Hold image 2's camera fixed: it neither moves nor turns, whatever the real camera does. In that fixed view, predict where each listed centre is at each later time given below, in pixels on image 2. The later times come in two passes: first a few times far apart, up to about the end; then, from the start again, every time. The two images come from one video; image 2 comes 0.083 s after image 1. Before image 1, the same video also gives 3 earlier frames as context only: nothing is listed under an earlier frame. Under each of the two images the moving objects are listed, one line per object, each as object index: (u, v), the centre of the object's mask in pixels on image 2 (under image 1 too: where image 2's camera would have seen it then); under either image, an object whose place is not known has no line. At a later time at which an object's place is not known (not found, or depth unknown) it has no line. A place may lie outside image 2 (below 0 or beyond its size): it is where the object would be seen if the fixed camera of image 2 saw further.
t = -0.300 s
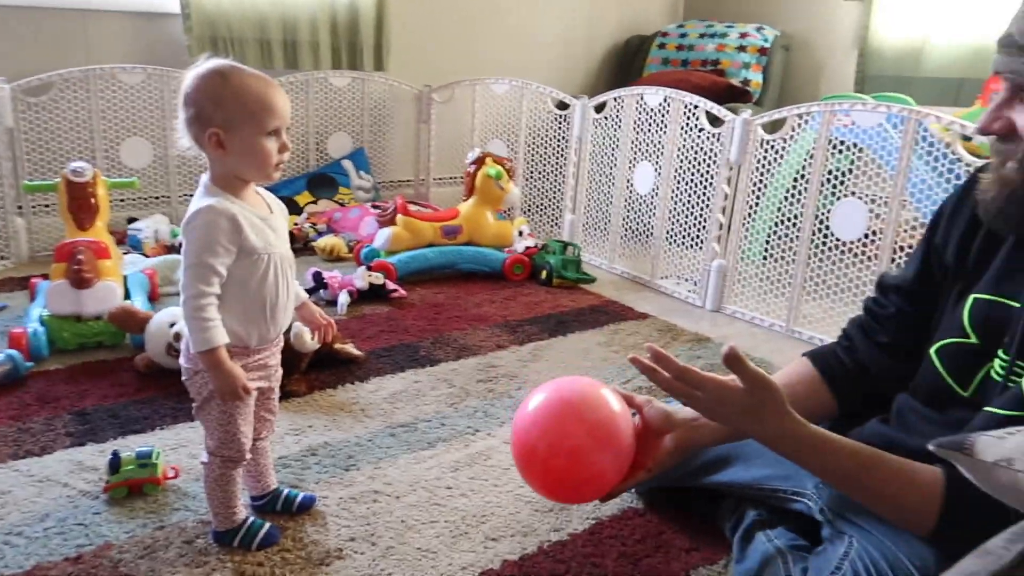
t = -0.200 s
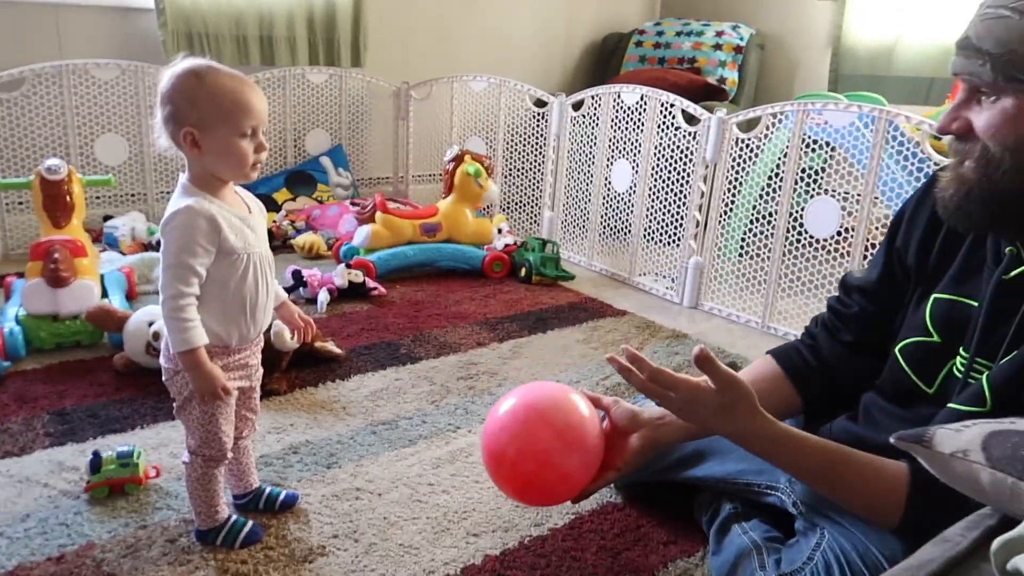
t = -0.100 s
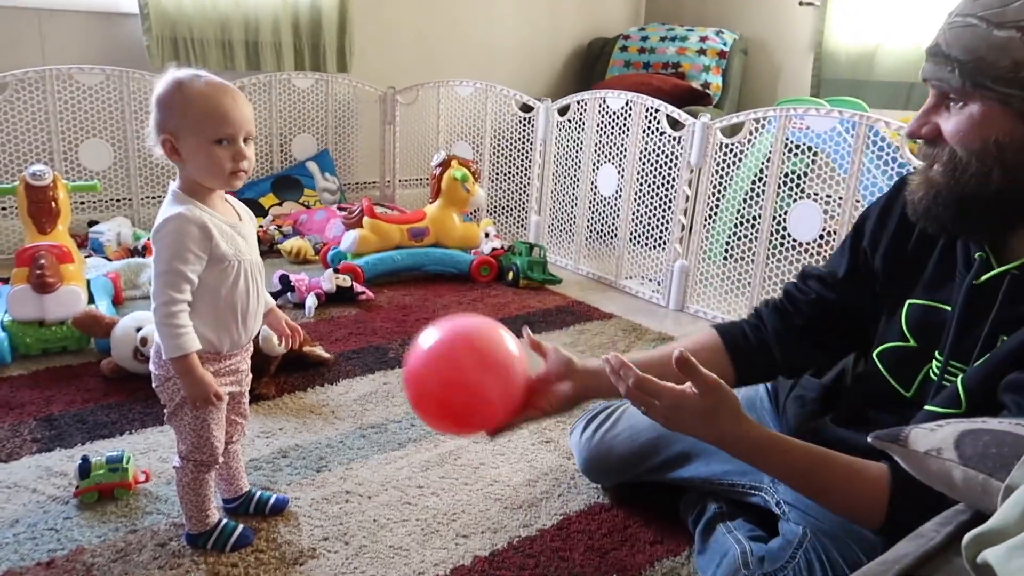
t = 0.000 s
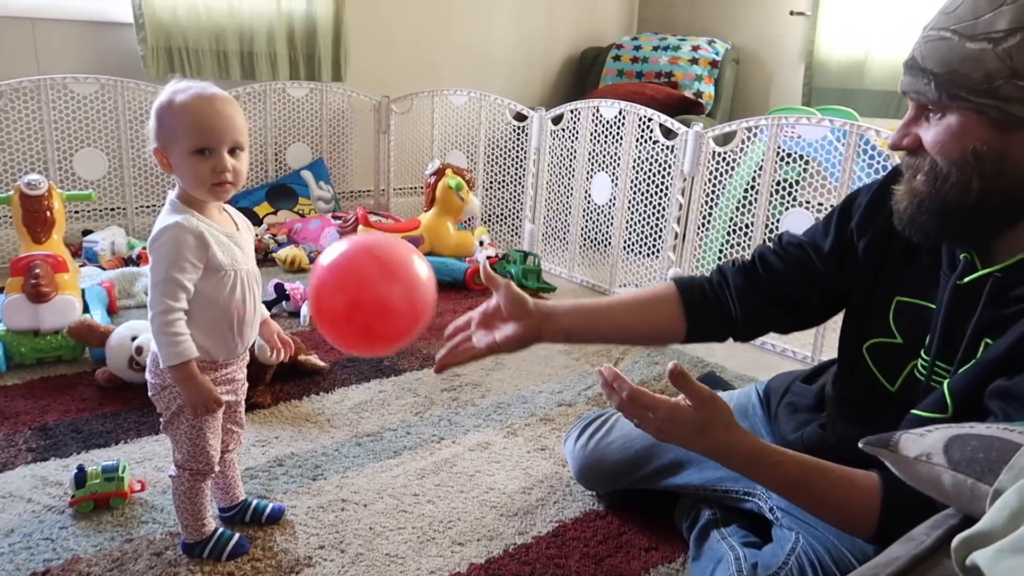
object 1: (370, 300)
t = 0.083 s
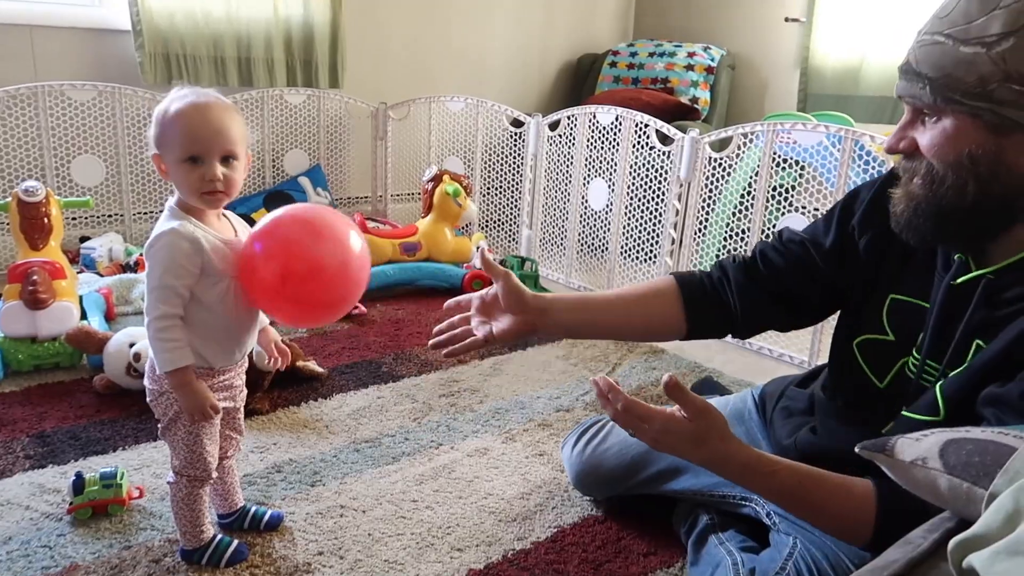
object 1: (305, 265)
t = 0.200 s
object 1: (339, 273)
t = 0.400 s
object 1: (392, 448)
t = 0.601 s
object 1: (380, 384)
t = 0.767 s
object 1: (362, 408)
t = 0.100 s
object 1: (309, 262)
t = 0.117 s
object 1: (314, 260)
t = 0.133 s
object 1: (319, 260)
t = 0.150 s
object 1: (324, 261)
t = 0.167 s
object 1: (329, 264)
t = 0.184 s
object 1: (333, 268)
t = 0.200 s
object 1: (339, 273)
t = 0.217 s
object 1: (343, 280)
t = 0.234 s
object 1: (348, 289)
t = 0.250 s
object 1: (352, 299)
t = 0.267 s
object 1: (356, 310)
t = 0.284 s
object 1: (361, 323)
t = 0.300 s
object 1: (366, 337)
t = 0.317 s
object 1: (370, 352)
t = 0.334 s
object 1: (374, 369)
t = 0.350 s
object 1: (379, 387)
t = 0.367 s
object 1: (383, 405)
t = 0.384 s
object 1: (387, 425)
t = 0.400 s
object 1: (392, 448)
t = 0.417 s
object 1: (395, 470)
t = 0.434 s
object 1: (398, 490)
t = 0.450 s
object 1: (397, 475)
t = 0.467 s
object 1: (395, 460)
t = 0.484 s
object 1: (393, 446)
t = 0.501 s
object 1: (391, 433)
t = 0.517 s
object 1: (389, 421)
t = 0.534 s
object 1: (387, 411)
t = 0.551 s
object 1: (385, 403)
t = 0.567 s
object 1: (384, 395)
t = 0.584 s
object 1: (382, 389)
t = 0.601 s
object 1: (380, 384)
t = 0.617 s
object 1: (378, 381)
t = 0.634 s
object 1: (376, 379)
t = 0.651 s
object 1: (374, 378)
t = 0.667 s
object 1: (372, 378)
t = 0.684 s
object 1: (371, 380)
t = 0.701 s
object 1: (369, 383)
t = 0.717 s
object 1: (367, 387)
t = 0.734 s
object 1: (365, 393)
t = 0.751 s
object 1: (364, 400)
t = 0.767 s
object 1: (362, 408)
